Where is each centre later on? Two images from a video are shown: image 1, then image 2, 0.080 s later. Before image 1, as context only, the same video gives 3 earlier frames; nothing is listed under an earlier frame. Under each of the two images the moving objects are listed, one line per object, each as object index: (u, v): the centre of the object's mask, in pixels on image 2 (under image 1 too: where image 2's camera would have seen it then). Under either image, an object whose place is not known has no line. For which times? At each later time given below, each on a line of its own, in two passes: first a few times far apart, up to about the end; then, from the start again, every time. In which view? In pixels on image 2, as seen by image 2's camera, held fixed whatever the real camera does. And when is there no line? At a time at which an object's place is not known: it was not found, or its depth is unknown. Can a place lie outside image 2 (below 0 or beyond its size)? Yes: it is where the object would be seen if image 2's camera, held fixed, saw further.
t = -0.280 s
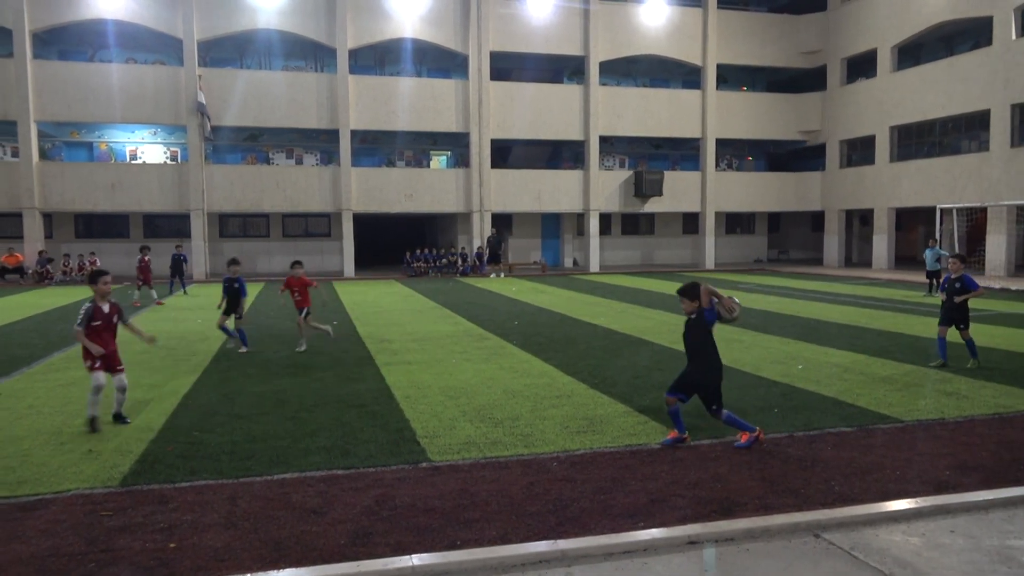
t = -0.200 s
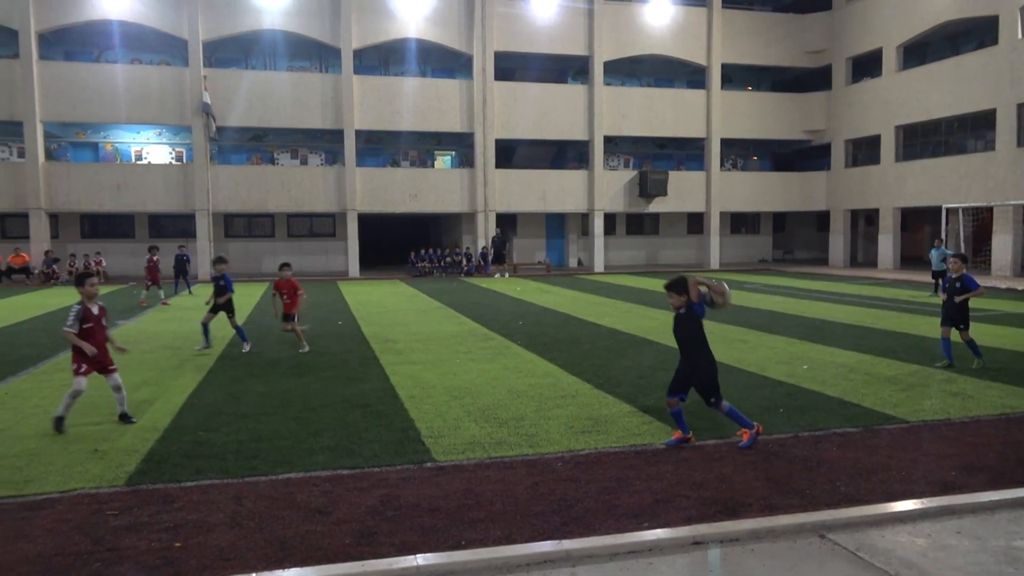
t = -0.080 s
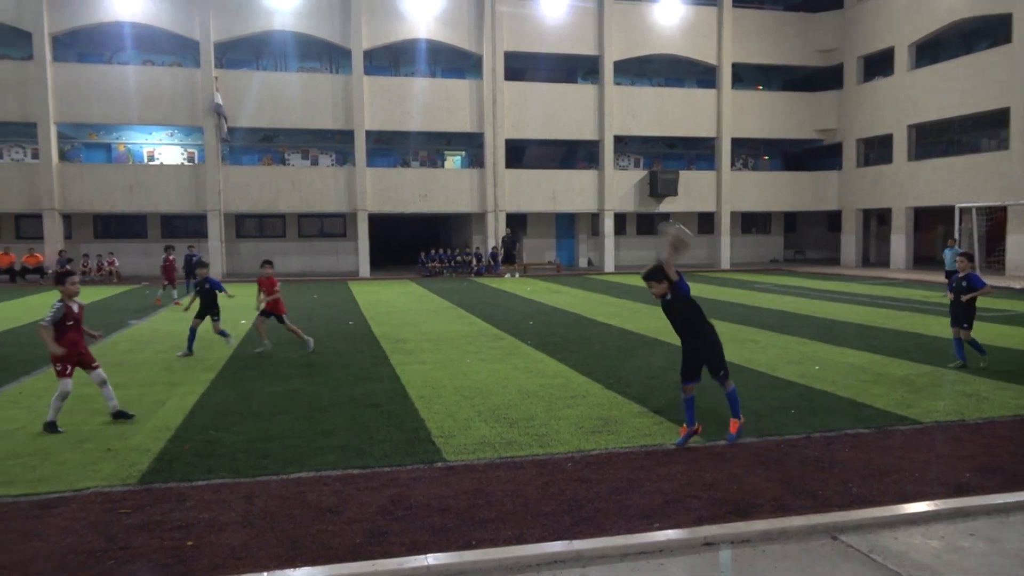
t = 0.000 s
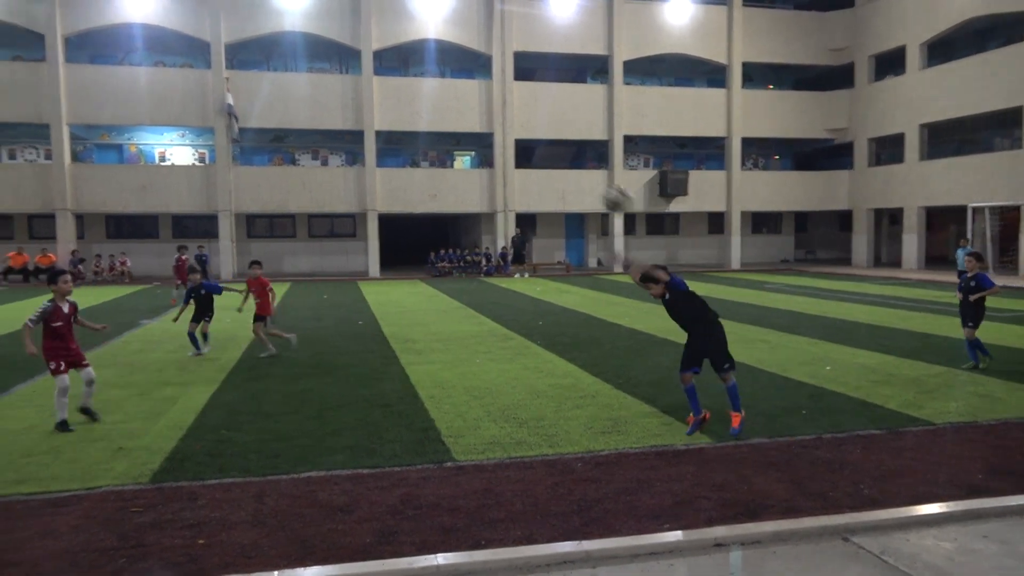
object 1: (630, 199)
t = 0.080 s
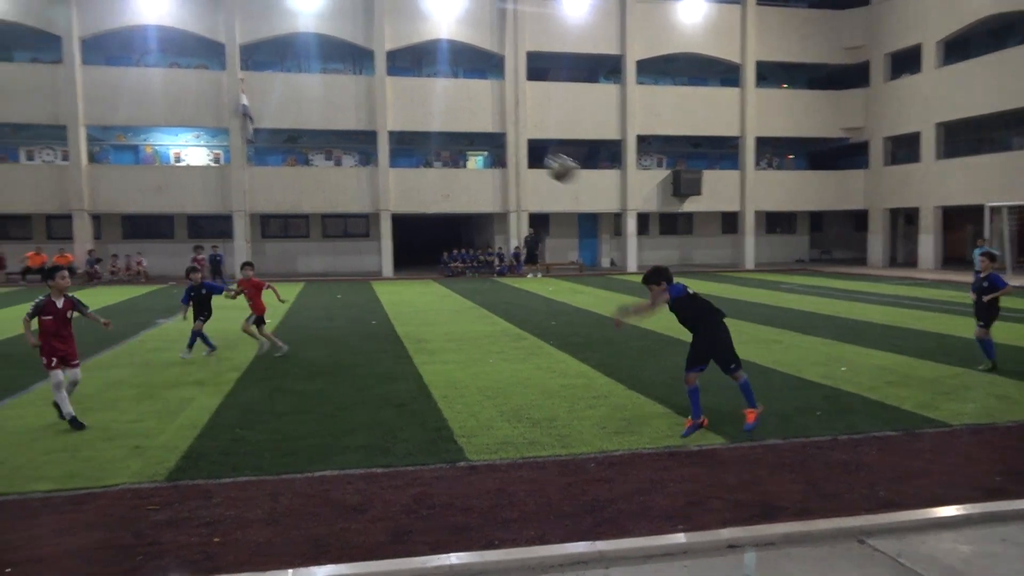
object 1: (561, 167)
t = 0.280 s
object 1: (399, 129)
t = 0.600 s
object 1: (175, 174)
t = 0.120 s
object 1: (529, 156)
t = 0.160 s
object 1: (493, 145)
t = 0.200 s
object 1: (463, 137)
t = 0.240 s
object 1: (431, 131)
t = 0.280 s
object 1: (399, 129)
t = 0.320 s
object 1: (370, 129)
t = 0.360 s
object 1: (340, 127)
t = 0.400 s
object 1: (310, 131)
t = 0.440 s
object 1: (282, 136)
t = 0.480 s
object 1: (255, 141)
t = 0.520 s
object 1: (227, 152)
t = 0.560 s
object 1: (200, 163)
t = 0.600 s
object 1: (175, 174)
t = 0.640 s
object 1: (150, 187)
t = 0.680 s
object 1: (125, 202)
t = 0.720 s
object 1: (100, 218)
